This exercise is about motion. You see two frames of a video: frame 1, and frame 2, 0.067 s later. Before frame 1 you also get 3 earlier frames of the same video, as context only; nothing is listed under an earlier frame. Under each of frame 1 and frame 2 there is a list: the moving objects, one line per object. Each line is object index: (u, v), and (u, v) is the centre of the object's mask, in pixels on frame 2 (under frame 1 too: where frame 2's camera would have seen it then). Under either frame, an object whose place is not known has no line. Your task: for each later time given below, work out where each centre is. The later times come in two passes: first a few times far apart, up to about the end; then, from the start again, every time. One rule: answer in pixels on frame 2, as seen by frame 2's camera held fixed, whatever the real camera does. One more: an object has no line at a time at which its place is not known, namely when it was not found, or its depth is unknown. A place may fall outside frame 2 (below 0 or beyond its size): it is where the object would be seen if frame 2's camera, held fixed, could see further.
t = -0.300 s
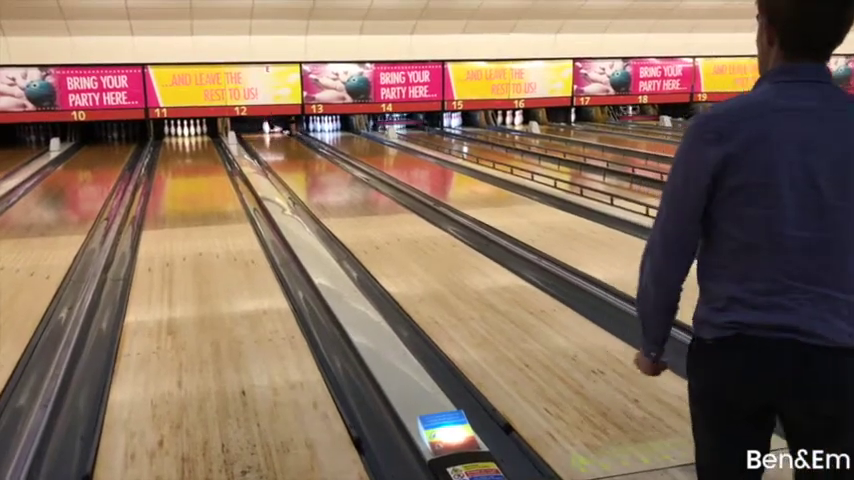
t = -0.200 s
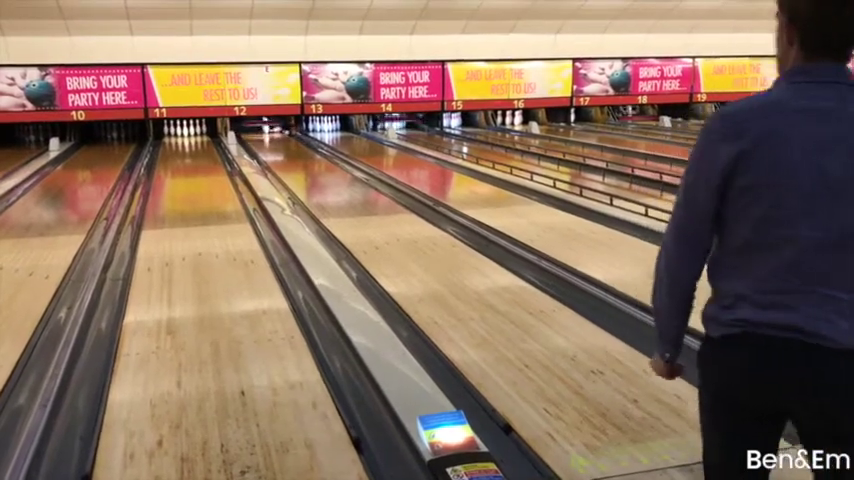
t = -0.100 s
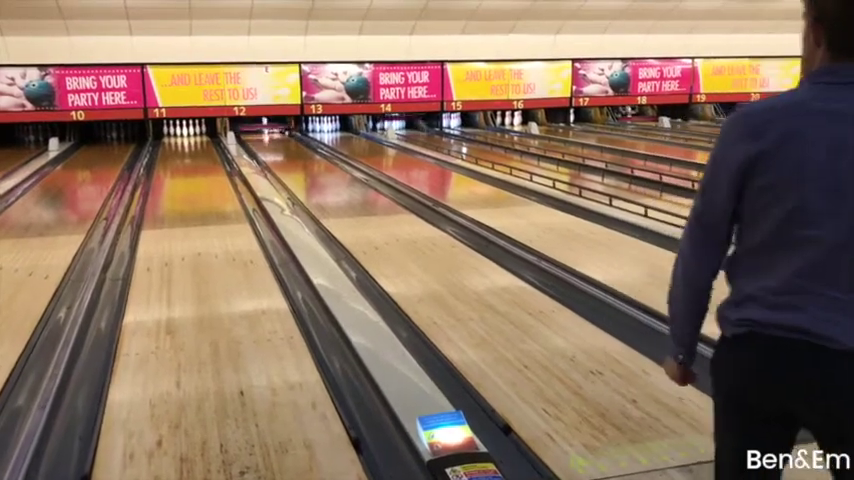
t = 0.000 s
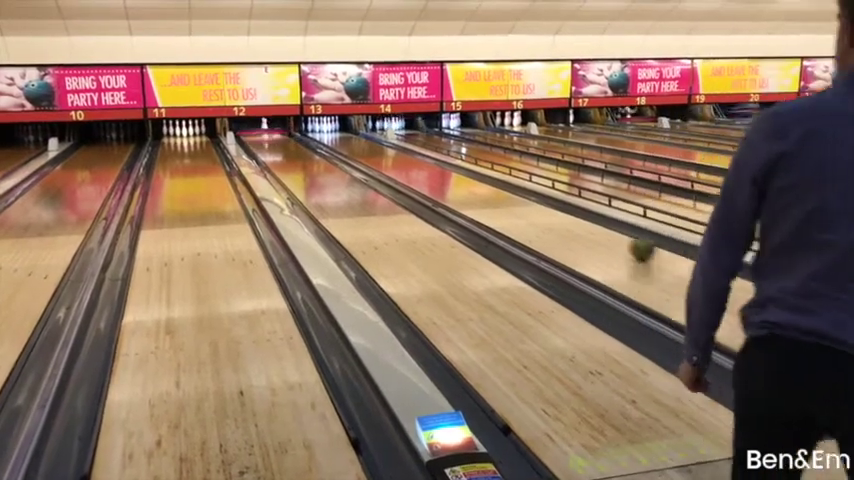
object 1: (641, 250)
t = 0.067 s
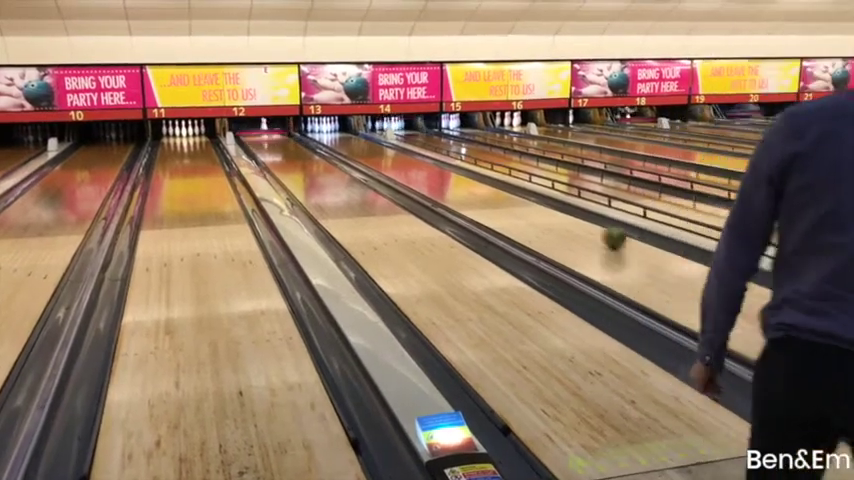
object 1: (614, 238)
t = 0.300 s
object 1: (542, 210)
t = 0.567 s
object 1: (488, 189)
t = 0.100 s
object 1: (602, 234)
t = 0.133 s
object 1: (590, 229)
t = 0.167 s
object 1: (579, 224)
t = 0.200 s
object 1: (569, 220)
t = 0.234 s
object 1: (559, 216)
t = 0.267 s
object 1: (550, 213)
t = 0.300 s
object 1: (542, 210)
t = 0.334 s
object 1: (534, 206)
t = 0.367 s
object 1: (526, 203)
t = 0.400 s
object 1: (519, 200)
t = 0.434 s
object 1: (512, 199)
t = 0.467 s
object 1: (505, 196)
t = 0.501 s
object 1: (500, 193)
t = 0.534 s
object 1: (494, 191)
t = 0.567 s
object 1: (488, 189)
